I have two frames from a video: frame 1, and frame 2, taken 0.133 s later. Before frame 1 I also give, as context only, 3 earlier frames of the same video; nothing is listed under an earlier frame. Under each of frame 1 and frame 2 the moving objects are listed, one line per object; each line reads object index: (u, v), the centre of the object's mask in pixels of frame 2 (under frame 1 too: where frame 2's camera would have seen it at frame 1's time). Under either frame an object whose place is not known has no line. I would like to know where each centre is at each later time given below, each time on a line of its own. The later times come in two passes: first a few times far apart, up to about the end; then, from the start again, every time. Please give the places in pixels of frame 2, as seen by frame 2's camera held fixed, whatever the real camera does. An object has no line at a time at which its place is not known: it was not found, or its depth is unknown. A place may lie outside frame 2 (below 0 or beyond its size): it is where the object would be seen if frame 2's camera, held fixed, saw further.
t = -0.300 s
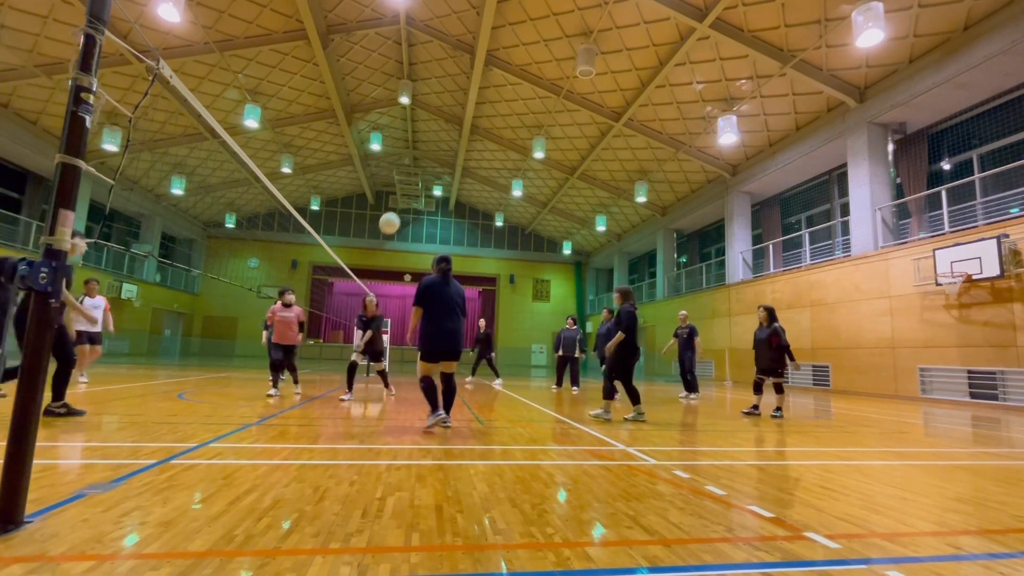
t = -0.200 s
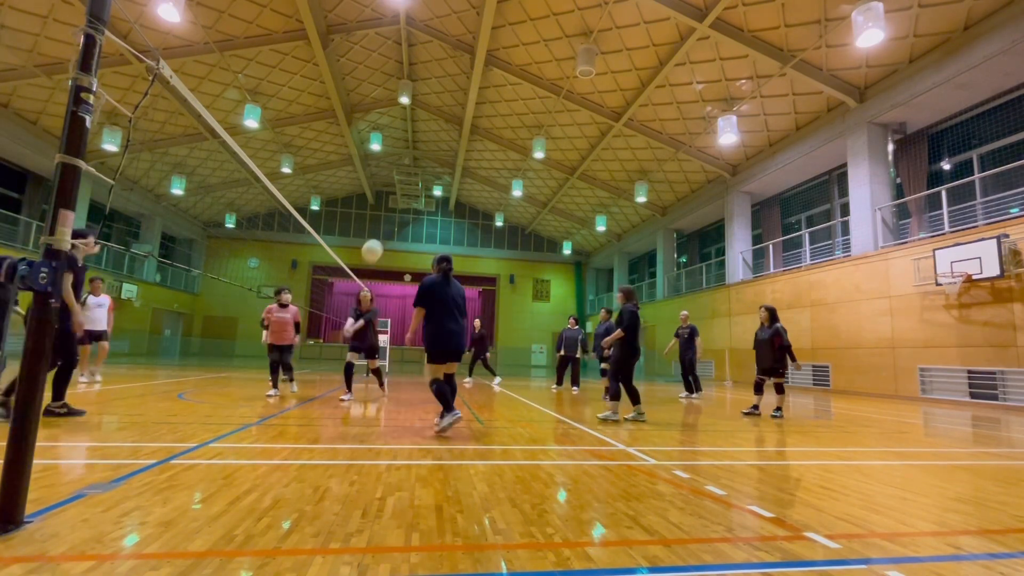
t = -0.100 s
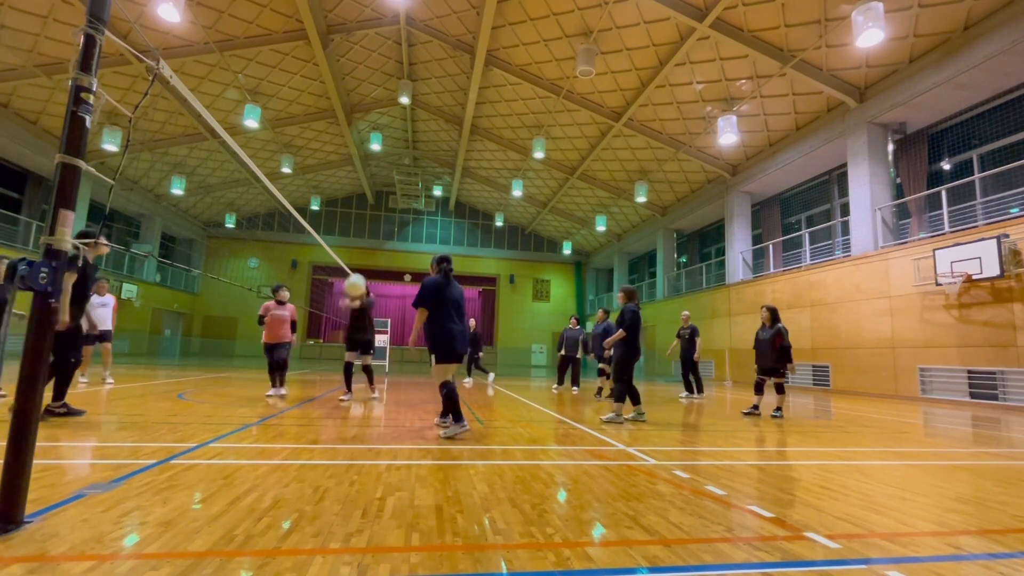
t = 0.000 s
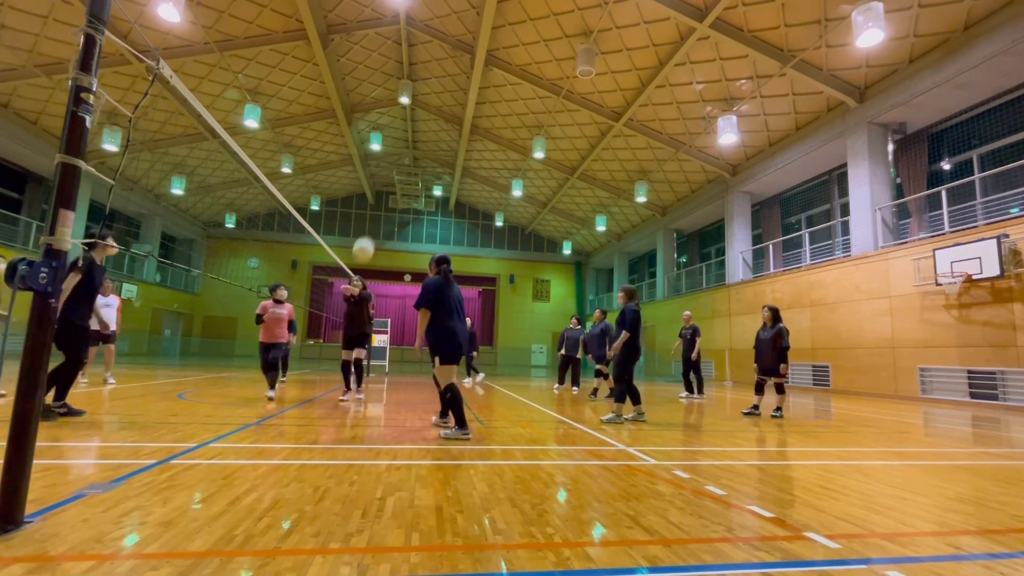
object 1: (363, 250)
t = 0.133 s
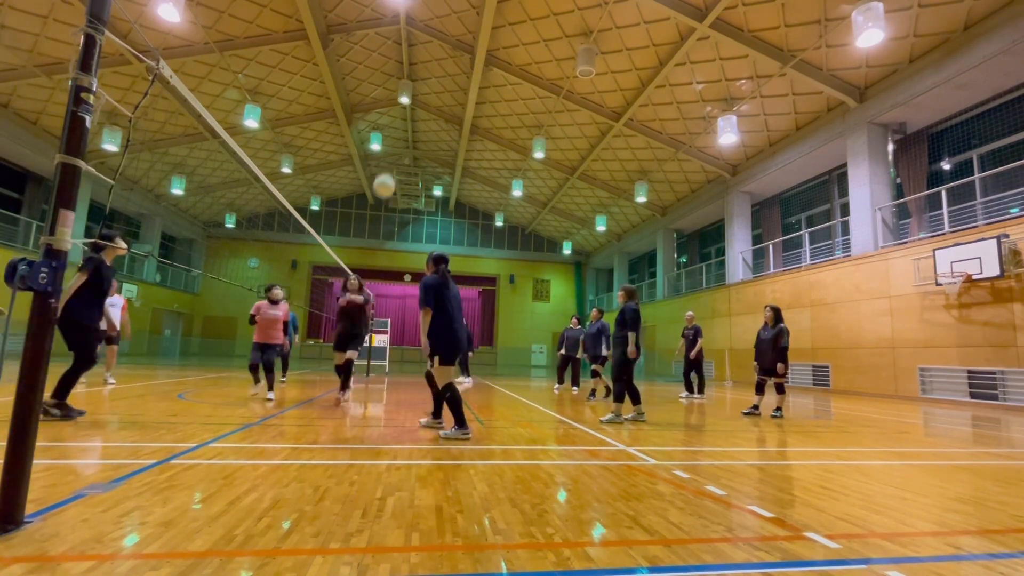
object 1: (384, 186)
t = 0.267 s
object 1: (403, 135)
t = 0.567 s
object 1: (441, 66)
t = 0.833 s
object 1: (474, 63)
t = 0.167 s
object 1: (389, 172)
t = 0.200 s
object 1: (394, 158)
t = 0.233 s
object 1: (399, 146)
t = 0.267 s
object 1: (403, 135)
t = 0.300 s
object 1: (408, 124)
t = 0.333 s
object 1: (412, 114)
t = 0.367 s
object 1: (416, 105)
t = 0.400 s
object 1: (421, 97)
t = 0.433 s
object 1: (425, 89)
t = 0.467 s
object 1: (429, 82)
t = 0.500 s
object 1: (433, 76)
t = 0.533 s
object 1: (437, 71)
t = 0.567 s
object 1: (441, 66)
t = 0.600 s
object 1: (445, 62)
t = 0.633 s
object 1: (449, 60)
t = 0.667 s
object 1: (453, 58)
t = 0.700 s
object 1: (457, 57)
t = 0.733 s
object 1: (462, 57)
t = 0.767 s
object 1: (466, 58)
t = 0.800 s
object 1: (470, 60)
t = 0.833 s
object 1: (474, 63)
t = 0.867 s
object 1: (478, 67)
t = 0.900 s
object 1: (482, 71)
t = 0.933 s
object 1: (487, 78)
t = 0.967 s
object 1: (491, 85)
